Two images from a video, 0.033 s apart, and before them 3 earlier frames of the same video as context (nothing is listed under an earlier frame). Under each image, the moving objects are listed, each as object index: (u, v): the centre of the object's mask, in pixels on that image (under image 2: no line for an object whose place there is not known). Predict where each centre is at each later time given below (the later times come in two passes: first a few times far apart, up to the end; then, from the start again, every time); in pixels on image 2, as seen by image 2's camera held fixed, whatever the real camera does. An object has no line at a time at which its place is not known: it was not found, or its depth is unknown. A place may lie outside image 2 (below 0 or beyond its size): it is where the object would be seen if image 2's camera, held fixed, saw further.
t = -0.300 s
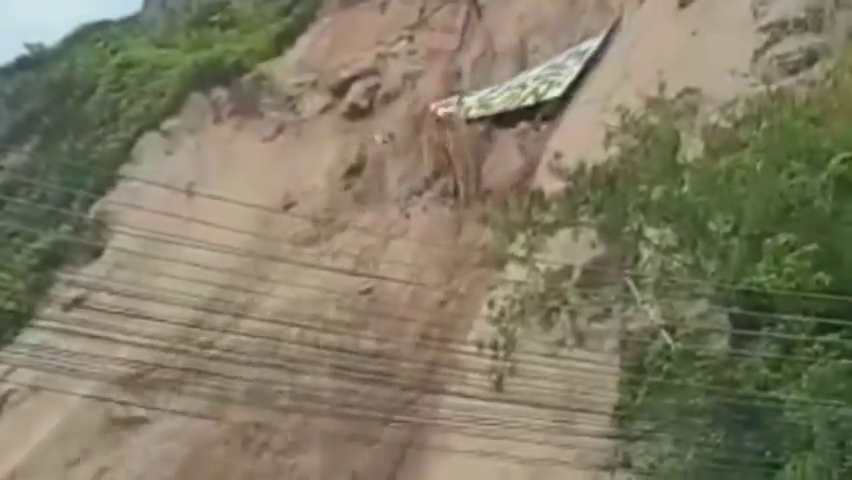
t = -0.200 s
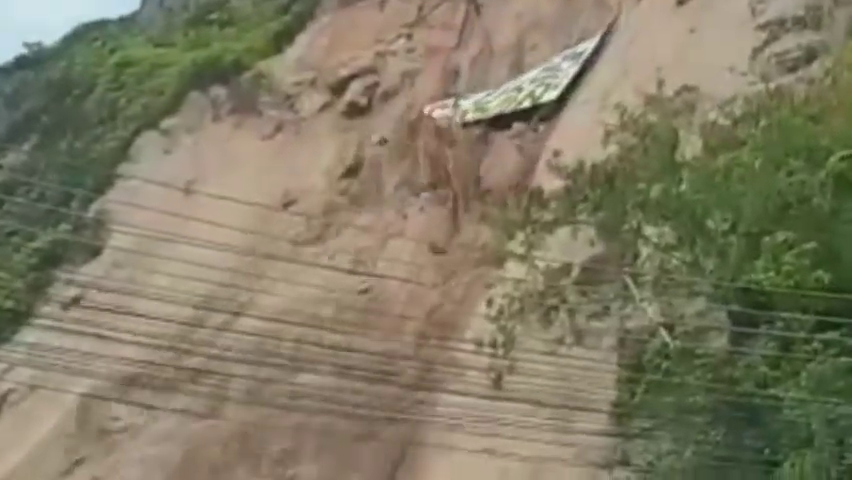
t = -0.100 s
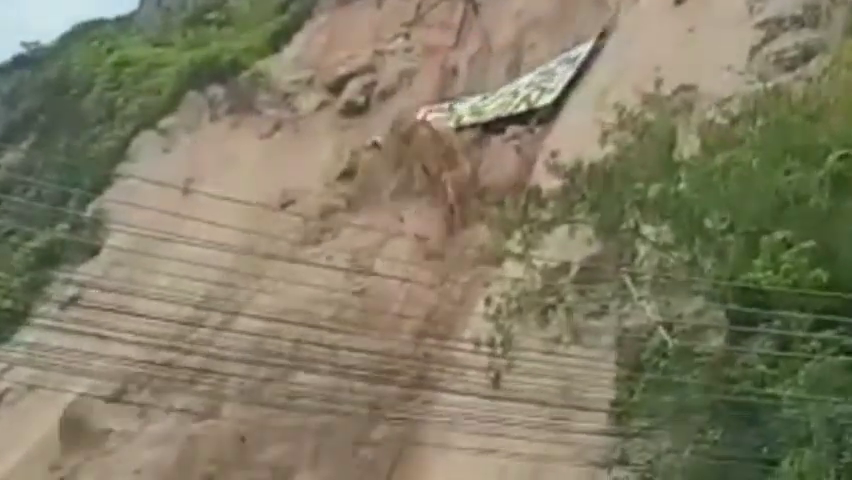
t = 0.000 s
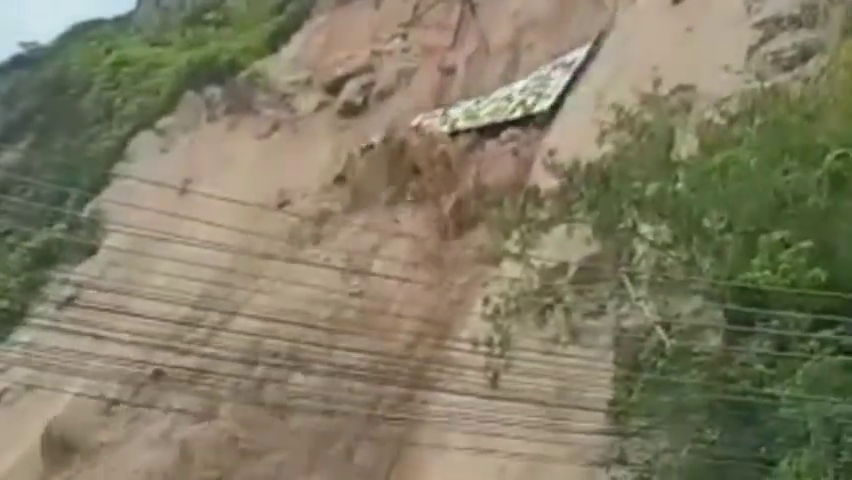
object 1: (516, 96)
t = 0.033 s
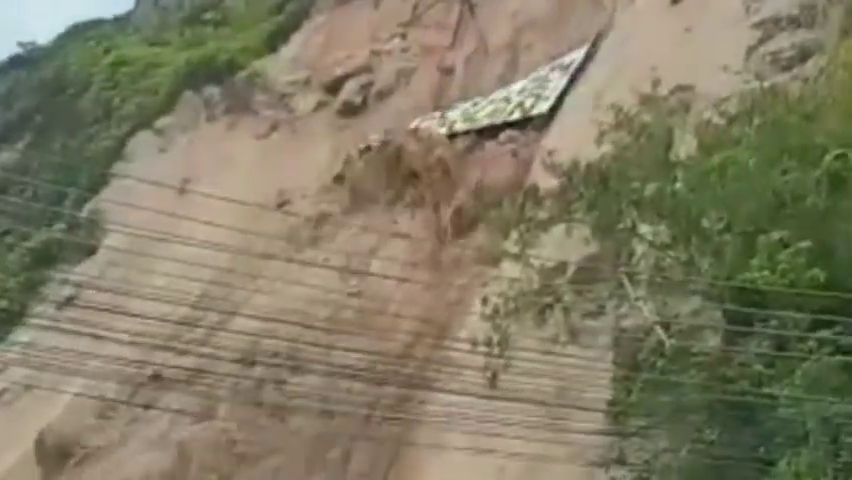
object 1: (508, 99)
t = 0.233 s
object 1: (499, 110)
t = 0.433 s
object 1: (487, 124)
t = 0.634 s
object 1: (477, 136)
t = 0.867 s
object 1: (467, 150)
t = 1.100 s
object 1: (447, 168)
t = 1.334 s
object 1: (435, 183)
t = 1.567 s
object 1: (431, 194)
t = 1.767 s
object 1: (431, 206)
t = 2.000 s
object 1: (403, 224)
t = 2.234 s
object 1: (391, 236)
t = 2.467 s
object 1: (374, 252)
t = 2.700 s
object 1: (367, 273)
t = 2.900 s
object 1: (350, 293)
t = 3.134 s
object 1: (323, 309)
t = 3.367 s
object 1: (284, 329)
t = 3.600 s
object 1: (251, 358)
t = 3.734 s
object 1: (236, 377)
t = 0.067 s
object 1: (507, 100)
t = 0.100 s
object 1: (505, 103)
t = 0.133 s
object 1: (505, 104)
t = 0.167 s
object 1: (504, 106)
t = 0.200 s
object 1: (502, 107)
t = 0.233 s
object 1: (499, 110)
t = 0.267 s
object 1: (498, 112)
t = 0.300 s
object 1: (496, 115)
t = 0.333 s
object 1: (493, 117)
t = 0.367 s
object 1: (491, 120)
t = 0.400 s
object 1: (488, 122)
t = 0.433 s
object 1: (487, 124)
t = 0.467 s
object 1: (485, 127)
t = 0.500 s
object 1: (483, 129)
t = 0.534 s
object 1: (481, 131)
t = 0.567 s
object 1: (477, 134)
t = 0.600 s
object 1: (473, 136)
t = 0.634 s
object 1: (477, 136)
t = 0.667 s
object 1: (470, 140)
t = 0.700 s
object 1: (474, 141)
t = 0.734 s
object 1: (474, 142)
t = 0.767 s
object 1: (474, 144)
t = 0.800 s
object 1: (470, 146)
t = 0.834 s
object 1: (462, 150)
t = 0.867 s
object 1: (467, 150)
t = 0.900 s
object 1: (458, 154)
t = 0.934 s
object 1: (463, 154)
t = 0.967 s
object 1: (458, 157)
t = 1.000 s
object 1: (454, 161)
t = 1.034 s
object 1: (453, 163)
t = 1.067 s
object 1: (450, 165)
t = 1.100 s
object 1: (447, 168)
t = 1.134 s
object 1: (439, 171)
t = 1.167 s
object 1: (438, 173)
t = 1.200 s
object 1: (436, 175)
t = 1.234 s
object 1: (436, 177)
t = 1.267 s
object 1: (435, 180)
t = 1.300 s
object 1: (436, 181)
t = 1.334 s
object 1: (435, 183)
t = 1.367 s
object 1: (434, 185)
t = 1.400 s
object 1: (434, 186)
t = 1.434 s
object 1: (432, 187)
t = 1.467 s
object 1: (432, 189)
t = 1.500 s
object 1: (433, 190)
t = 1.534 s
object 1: (432, 192)
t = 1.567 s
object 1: (431, 194)
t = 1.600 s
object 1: (435, 195)
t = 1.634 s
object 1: (435, 198)
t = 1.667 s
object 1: (424, 203)
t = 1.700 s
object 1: (422, 205)
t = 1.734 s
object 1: (420, 207)
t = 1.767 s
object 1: (431, 206)
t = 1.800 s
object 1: (418, 211)
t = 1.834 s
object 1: (420, 212)
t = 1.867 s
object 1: (420, 213)
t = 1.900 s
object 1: (412, 217)
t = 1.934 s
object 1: (408, 220)
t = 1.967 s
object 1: (405, 222)
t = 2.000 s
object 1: (403, 224)
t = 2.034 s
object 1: (408, 224)
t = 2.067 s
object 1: (402, 227)
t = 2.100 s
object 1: (402, 229)
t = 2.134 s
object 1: (402, 230)
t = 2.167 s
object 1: (397, 232)
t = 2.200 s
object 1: (386, 235)
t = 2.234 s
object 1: (391, 236)
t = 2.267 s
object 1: (389, 237)
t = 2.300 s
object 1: (388, 238)
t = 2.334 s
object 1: (386, 241)
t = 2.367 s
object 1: (383, 243)
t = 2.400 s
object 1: (379, 246)
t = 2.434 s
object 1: (377, 249)
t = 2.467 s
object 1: (374, 252)
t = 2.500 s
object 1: (373, 255)
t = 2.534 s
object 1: (373, 258)
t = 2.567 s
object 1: (376, 261)
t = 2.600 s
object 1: (359, 265)
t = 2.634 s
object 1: (367, 267)
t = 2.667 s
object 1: (356, 272)
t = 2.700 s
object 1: (367, 273)
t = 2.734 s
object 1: (366, 277)
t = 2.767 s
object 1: (366, 280)
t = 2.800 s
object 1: (350, 285)
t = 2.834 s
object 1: (347, 288)
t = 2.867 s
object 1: (346, 291)
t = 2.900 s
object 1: (350, 293)
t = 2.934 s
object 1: (344, 296)
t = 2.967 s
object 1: (341, 298)
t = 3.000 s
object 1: (337, 301)
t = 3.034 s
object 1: (335, 303)
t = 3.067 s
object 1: (332, 305)
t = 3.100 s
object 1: (332, 306)
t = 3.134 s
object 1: (323, 309)
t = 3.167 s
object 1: (325, 311)
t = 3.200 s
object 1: (321, 314)
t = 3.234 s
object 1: (311, 316)
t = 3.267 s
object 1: (308, 319)
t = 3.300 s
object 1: (295, 323)
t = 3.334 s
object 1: (289, 326)
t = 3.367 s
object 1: (284, 329)
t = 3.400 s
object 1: (278, 333)
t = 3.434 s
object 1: (273, 337)
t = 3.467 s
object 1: (269, 340)
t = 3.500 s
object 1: (264, 344)
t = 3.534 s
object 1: (260, 348)
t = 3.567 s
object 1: (263, 352)
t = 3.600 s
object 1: (251, 358)
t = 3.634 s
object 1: (248, 362)
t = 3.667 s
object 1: (244, 366)
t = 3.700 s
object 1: (240, 373)
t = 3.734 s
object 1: (236, 377)
